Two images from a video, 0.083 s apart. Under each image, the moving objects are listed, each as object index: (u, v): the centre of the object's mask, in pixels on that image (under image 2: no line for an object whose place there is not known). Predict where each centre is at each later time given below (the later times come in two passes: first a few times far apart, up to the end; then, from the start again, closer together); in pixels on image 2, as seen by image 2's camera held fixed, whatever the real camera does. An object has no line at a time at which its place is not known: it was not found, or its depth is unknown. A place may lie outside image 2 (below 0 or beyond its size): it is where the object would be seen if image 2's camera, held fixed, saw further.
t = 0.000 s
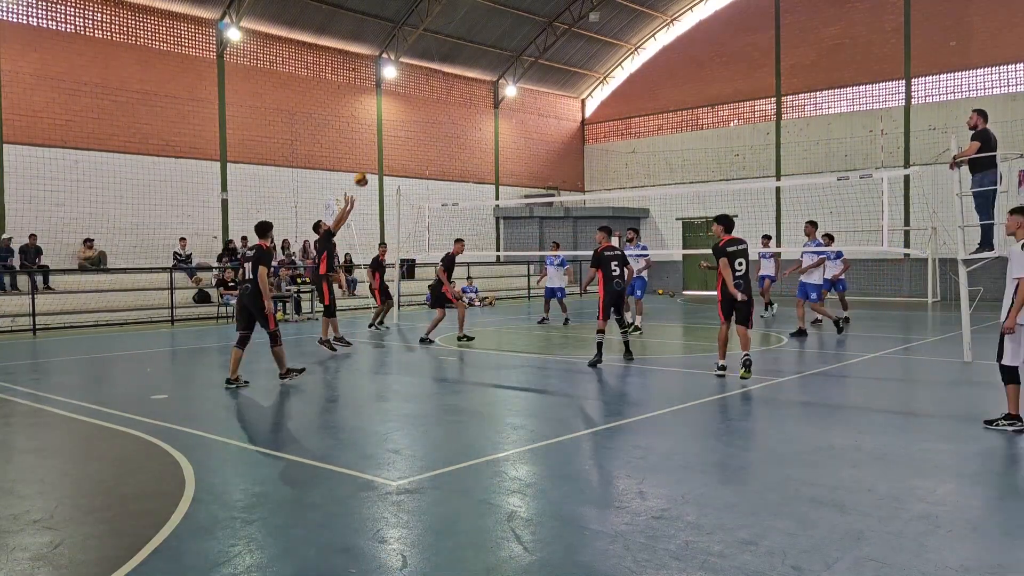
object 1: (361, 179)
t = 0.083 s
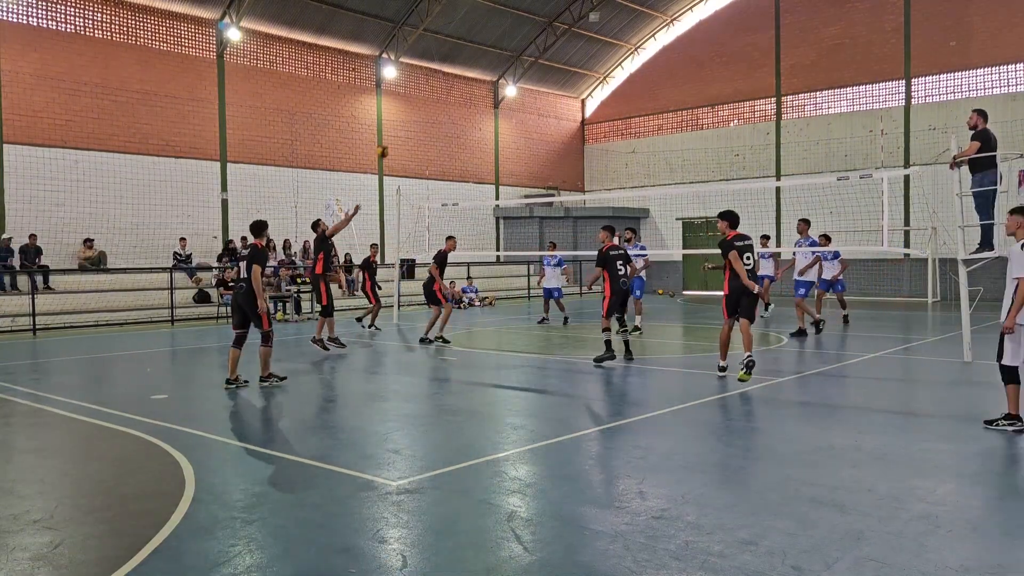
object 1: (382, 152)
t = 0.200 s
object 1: (411, 119)
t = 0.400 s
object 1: (459, 87)
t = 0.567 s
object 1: (497, 81)
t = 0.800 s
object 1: (553, 104)
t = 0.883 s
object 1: (571, 120)
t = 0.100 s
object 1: (385, 146)
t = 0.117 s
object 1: (390, 141)
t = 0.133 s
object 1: (395, 136)
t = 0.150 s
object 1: (399, 132)
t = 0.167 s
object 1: (403, 128)
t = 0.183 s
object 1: (407, 123)
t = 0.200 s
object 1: (411, 119)
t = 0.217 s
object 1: (415, 116)
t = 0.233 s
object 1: (419, 112)
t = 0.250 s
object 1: (423, 108)
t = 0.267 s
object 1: (427, 105)
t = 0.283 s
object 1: (431, 102)
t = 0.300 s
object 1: (436, 99)
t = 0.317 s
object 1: (440, 97)
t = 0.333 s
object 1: (444, 94)
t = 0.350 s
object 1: (448, 93)
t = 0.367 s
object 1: (451, 91)
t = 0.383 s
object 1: (456, 89)
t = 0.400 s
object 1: (459, 87)
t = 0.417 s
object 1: (463, 86)
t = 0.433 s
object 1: (467, 84)
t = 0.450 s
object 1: (471, 83)
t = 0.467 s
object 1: (475, 82)
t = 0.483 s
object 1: (479, 81)
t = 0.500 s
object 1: (483, 81)
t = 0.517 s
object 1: (487, 82)
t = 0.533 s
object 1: (490, 80)
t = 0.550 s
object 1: (493, 80)
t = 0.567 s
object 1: (497, 81)
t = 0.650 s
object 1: (520, 85)
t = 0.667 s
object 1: (523, 87)
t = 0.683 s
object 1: (526, 89)
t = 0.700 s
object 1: (530, 90)
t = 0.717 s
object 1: (533, 92)
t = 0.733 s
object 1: (537, 94)
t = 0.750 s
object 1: (541, 96)
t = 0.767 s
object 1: (545, 99)
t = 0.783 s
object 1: (549, 101)
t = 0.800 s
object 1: (553, 104)
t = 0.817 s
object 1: (556, 108)
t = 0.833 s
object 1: (560, 110)
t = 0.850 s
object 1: (563, 114)
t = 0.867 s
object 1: (567, 117)
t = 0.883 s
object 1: (571, 120)
